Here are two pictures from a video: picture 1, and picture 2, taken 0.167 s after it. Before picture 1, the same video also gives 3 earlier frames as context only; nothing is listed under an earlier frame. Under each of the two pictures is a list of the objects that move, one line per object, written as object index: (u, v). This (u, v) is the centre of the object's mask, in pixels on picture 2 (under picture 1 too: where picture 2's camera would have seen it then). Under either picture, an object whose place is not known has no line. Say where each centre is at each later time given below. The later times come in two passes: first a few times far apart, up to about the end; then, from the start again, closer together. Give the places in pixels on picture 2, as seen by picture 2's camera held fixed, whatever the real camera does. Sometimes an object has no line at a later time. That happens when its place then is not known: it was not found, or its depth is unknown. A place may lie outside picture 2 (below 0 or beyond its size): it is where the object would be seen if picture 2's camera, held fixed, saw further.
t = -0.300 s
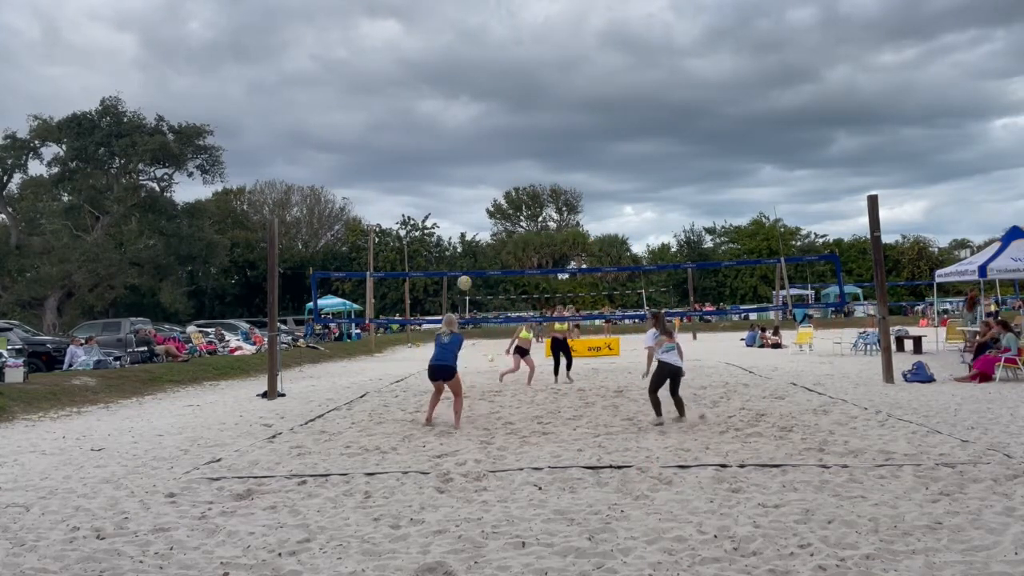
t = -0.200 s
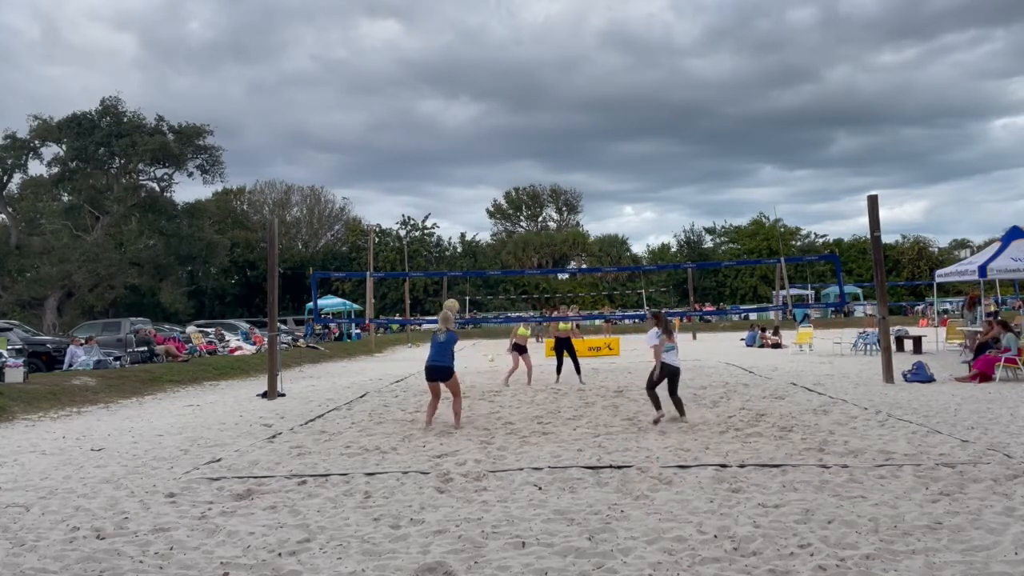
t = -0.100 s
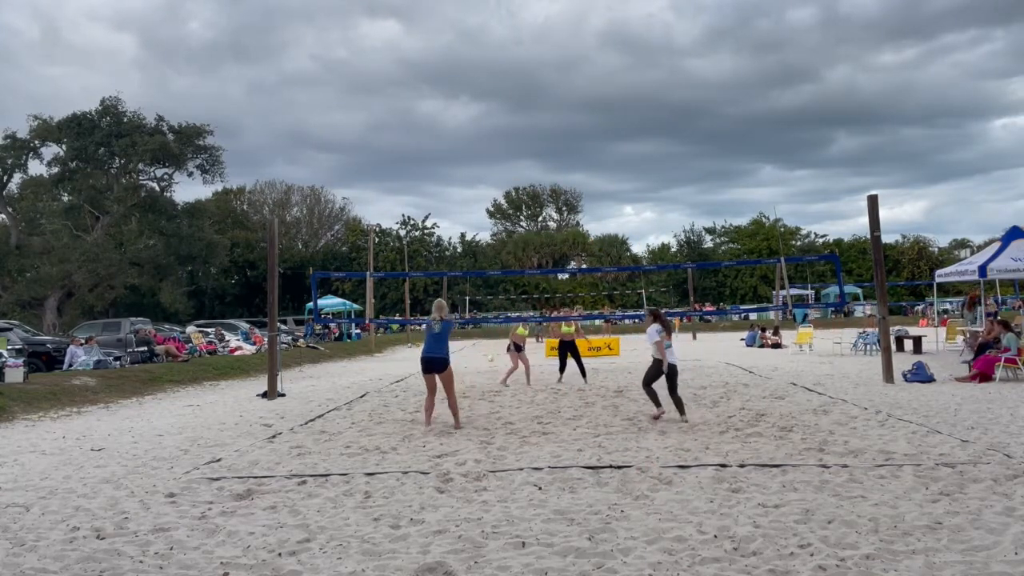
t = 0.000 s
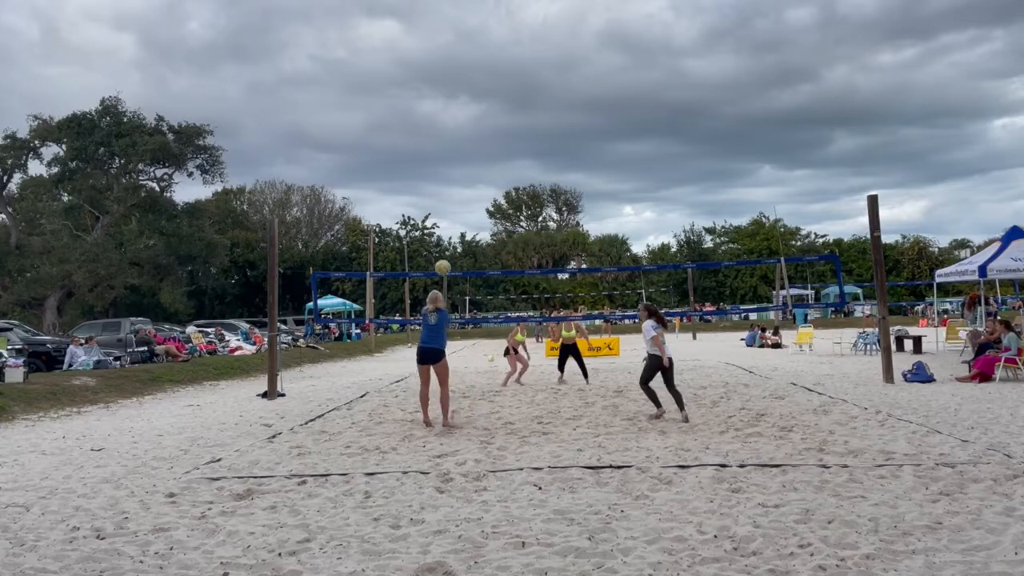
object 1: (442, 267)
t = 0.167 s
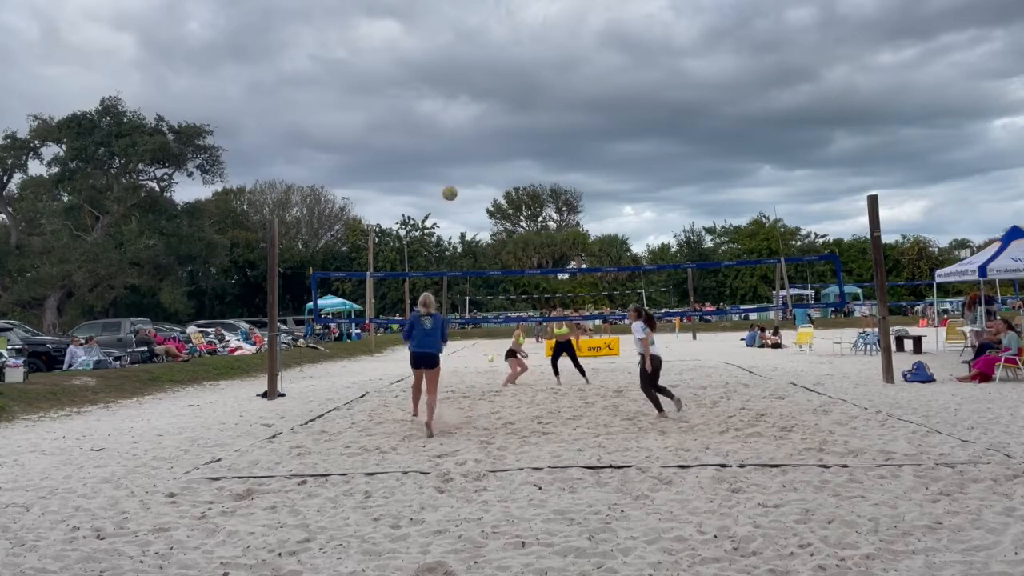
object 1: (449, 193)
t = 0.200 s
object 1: (451, 182)
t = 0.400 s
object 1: (458, 129)
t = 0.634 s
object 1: (468, 106)
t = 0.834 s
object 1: (477, 115)
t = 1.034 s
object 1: (486, 150)
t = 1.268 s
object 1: (496, 217)
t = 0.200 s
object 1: (451, 182)
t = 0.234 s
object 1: (452, 171)
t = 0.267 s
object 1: (454, 160)
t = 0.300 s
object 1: (455, 152)
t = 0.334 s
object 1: (456, 143)
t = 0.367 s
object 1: (457, 135)
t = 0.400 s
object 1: (458, 129)
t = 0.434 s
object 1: (460, 123)
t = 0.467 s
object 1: (461, 118)
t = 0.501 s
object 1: (462, 114)
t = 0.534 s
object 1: (464, 111)
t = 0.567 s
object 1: (465, 108)
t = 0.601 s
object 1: (467, 107)
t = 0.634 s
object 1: (468, 106)
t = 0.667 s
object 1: (470, 105)
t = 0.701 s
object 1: (471, 106)
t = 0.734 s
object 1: (472, 107)
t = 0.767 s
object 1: (474, 109)
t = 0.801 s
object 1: (475, 112)
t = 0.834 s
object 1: (477, 115)
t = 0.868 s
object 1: (478, 119)
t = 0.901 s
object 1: (480, 124)
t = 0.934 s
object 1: (481, 129)
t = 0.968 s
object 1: (483, 135)
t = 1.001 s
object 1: (484, 143)
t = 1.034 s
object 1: (486, 150)
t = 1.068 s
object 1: (487, 158)
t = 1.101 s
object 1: (489, 166)
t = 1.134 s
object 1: (491, 175)
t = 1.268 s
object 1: (496, 217)
